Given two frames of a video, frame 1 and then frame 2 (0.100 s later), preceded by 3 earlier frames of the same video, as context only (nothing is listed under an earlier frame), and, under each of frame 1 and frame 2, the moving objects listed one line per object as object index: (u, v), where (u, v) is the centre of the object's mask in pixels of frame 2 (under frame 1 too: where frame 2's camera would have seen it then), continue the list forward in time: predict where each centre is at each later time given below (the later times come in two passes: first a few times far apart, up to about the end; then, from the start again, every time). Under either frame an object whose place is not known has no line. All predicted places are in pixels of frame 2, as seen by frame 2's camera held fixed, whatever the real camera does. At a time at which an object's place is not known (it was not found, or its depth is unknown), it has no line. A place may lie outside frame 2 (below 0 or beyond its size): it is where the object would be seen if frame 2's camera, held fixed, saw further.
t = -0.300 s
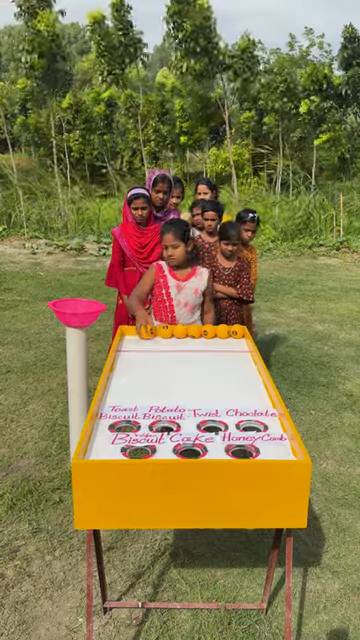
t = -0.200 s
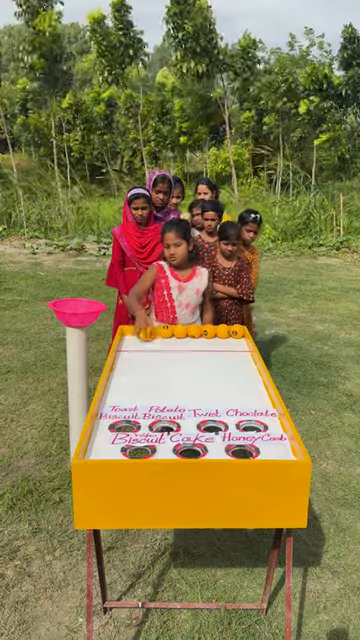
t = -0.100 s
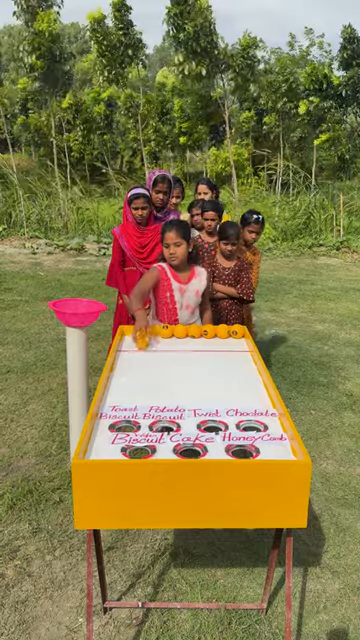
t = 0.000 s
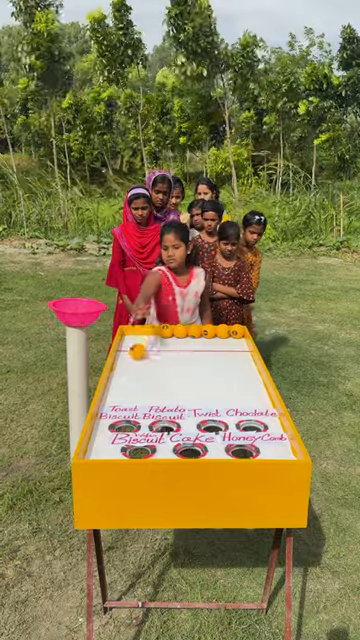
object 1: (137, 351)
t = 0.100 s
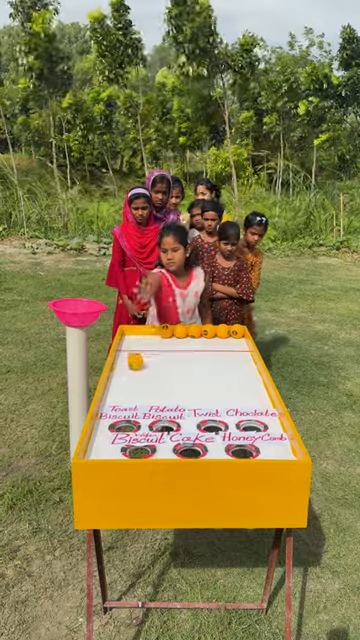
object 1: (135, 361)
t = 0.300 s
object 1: (128, 379)
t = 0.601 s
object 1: (117, 412)
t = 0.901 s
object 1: (119, 446)
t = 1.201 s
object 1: (130, 444)
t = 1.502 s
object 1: (138, 446)
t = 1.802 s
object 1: (138, 447)
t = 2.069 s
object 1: (138, 447)
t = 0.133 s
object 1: (134, 364)
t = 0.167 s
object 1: (133, 367)
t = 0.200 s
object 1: (132, 370)
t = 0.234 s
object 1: (131, 373)
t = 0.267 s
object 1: (130, 376)
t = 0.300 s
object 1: (128, 379)
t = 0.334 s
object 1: (128, 383)
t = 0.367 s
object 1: (127, 387)
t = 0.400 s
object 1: (126, 390)
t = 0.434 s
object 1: (125, 393)
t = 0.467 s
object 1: (123, 397)
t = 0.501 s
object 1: (122, 401)
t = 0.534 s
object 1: (121, 404)
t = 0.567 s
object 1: (119, 407)
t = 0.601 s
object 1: (117, 412)
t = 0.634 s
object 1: (117, 415)
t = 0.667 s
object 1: (117, 419)
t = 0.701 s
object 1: (117, 423)
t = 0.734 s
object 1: (117, 427)
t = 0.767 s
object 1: (118, 431)
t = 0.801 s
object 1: (119, 435)
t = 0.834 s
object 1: (119, 441)
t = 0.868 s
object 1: (119, 444)
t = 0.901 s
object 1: (119, 446)
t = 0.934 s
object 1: (119, 449)
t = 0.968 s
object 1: (120, 453)
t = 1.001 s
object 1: (121, 453)
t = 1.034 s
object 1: (122, 451)
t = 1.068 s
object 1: (124, 449)
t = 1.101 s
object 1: (127, 448)
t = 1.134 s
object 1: (127, 446)
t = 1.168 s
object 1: (128, 446)
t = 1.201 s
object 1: (130, 444)
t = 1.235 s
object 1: (131, 443)
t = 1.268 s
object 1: (133, 443)
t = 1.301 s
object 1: (138, 445)
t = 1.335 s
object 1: (142, 444)
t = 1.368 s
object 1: (142, 444)
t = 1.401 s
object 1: (142, 444)
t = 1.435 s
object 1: (141, 445)
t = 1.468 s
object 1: (139, 445)
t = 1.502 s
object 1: (138, 446)
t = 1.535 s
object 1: (138, 447)
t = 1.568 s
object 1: (138, 447)
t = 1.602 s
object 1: (138, 447)
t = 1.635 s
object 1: (138, 447)
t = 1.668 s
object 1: (138, 447)
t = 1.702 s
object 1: (138, 447)
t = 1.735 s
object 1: (138, 447)
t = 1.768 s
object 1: (138, 447)
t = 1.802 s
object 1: (138, 447)
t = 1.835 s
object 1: (138, 447)
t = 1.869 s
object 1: (138, 447)
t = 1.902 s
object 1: (138, 447)
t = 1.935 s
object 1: (138, 447)
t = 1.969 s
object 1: (138, 447)
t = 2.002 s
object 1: (138, 447)
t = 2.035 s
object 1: (138, 447)
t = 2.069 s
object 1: (138, 447)
